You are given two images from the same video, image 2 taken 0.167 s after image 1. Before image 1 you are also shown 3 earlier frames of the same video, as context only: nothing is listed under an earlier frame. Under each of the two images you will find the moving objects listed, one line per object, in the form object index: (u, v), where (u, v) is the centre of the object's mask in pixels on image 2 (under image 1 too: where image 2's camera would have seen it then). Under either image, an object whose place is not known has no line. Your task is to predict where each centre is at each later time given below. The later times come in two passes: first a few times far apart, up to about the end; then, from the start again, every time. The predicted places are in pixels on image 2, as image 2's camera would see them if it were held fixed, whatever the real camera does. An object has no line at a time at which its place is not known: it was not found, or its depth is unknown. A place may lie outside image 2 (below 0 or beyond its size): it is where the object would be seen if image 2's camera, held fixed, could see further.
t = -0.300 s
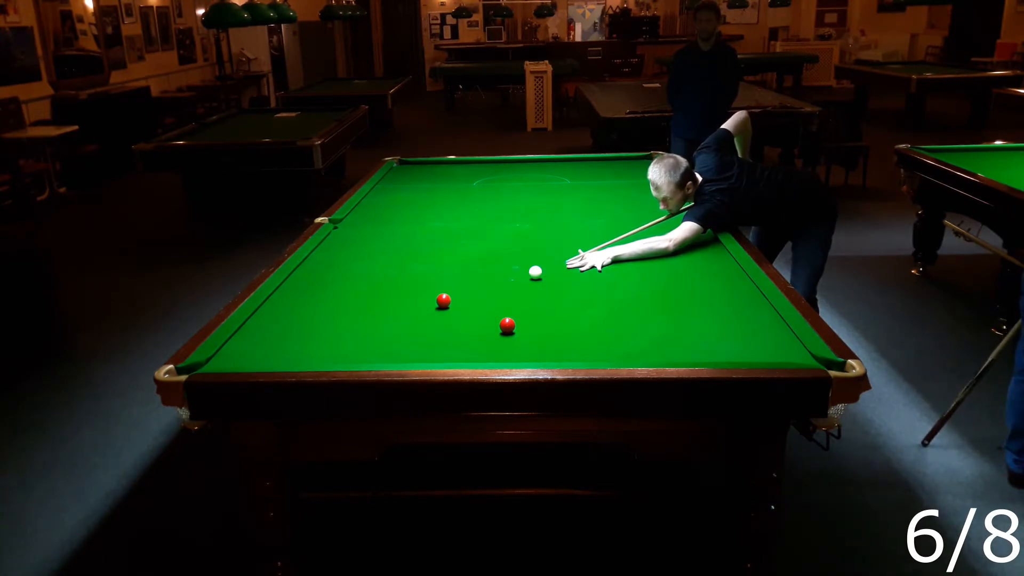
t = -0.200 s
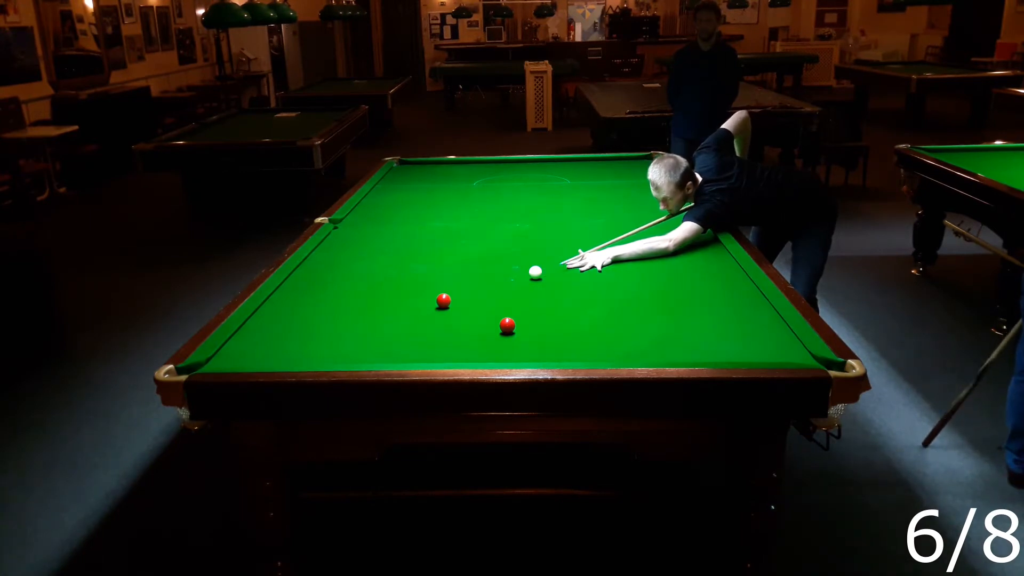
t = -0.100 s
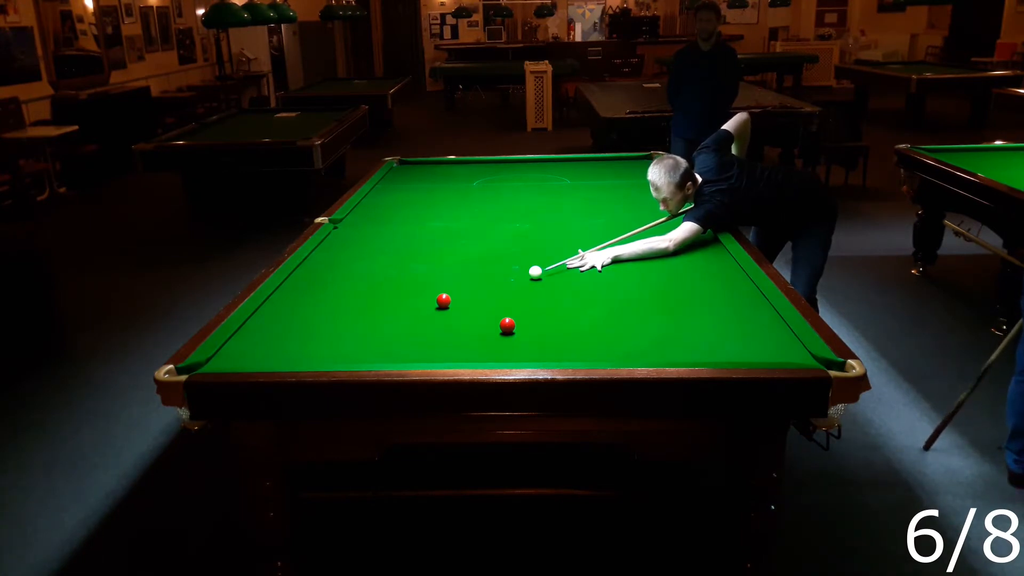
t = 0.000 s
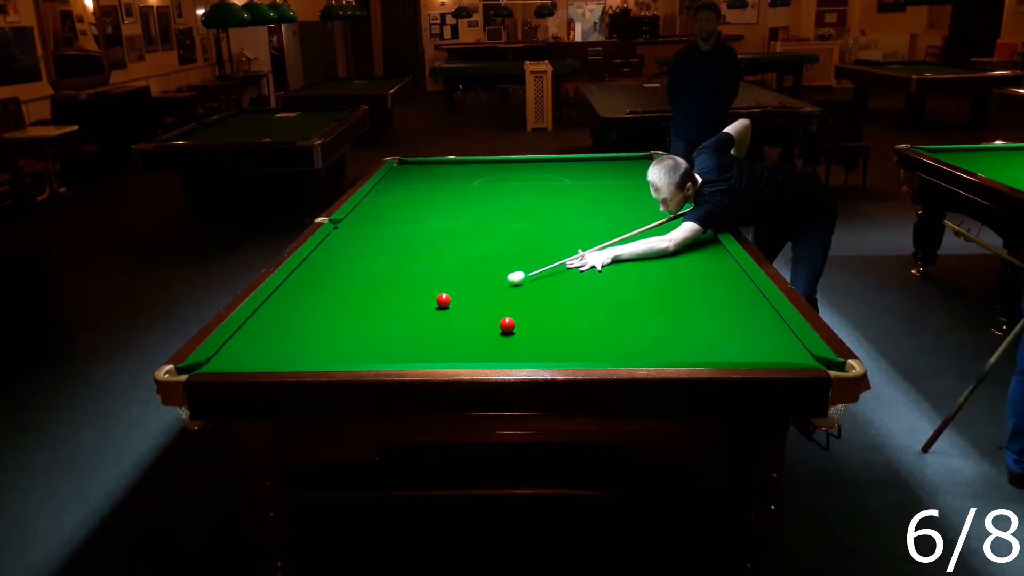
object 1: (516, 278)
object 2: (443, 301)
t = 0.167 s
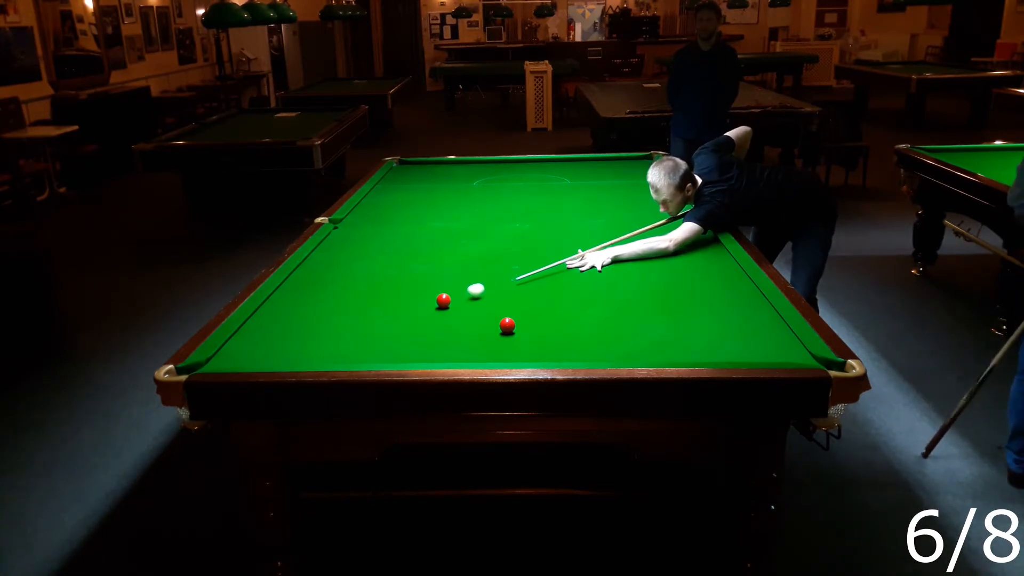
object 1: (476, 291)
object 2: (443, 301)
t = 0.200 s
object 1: (469, 293)
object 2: (443, 301)
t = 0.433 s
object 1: (451, 300)
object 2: (415, 309)
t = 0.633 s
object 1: (444, 303)
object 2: (386, 317)
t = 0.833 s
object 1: (437, 306)
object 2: (356, 326)
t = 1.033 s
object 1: (431, 308)
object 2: (326, 334)
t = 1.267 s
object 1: (424, 311)
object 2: (290, 344)
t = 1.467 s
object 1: (419, 313)
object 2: (258, 353)
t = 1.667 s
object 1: (415, 315)
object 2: (227, 360)
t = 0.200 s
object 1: (469, 293)
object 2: (443, 301)
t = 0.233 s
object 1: (462, 295)
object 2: (443, 301)
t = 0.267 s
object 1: (456, 297)
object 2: (442, 301)
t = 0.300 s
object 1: (455, 298)
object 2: (436, 303)
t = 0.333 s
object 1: (455, 298)
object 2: (430, 305)
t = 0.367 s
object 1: (453, 299)
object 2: (425, 306)
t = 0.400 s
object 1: (452, 299)
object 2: (419, 308)
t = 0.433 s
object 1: (451, 300)
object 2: (415, 309)
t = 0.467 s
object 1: (450, 301)
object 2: (410, 310)
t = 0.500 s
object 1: (449, 301)
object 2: (405, 312)
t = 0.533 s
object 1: (447, 302)
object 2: (400, 313)
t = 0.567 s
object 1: (446, 302)
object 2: (396, 315)
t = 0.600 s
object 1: (445, 303)
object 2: (391, 316)
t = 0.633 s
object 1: (444, 303)
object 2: (386, 317)
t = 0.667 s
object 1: (442, 304)
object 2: (381, 319)
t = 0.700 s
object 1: (441, 304)
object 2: (376, 320)
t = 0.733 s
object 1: (440, 305)
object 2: (371, 321)
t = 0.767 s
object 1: (439, 305)
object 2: (366, 323)
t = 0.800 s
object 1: (438, 306)
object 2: (361, 324)
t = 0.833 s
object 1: (437, 306)
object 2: (356, 326)
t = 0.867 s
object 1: (436, 306)
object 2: (351, 327)
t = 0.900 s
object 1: (435, 307)
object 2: (346, 329)
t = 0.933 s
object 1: (434, 307)
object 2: (341, 330)
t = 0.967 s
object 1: (433, 308)
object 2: (336, 331)
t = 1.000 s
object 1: (432, 308)
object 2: (331, 333)
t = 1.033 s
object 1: (431, 308)
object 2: (326, 334)
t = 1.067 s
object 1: (430, 309)
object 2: (321, 336)
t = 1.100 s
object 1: (429, 309)
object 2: (316, 337)
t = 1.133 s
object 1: (428, 310)
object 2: (311, 339)
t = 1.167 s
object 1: (427, 310)
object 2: (306, 340)
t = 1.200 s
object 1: (426, 310)
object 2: (300, 341)
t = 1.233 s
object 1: (425, 311)
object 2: (295, 343)
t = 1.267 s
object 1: (424, 311)
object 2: (290, 344)
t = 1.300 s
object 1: (423, 311)
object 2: (285, 346)
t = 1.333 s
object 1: (423, 312)
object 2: (280, 347)
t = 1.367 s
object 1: (422, 312)
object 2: (274, 349)
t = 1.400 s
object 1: (421, 313)
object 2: (269, 350)
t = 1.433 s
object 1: (420, 313)
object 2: (264, 352)
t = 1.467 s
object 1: (419, 313)
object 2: (258, 353)
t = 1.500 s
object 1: (418, 313)
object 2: (253, 354)
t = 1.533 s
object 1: (418, 314)
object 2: (248, 356)
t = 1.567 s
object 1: (417, 314)
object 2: (242, 357)
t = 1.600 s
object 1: (416, 314)
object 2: (237, 358)
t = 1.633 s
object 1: (415, 315)
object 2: (232, 359)
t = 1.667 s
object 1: (415, 315)
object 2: (227, 360)
